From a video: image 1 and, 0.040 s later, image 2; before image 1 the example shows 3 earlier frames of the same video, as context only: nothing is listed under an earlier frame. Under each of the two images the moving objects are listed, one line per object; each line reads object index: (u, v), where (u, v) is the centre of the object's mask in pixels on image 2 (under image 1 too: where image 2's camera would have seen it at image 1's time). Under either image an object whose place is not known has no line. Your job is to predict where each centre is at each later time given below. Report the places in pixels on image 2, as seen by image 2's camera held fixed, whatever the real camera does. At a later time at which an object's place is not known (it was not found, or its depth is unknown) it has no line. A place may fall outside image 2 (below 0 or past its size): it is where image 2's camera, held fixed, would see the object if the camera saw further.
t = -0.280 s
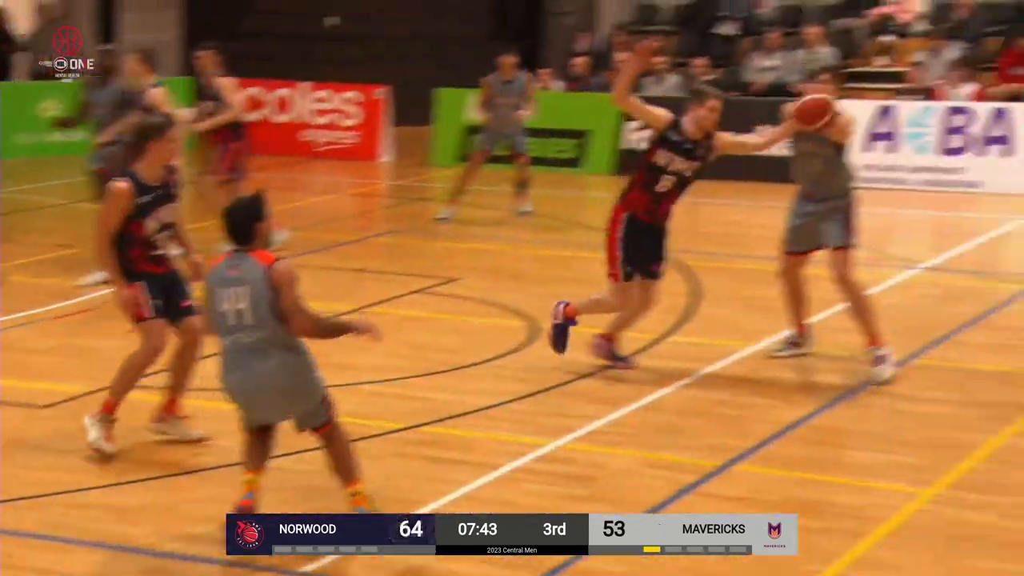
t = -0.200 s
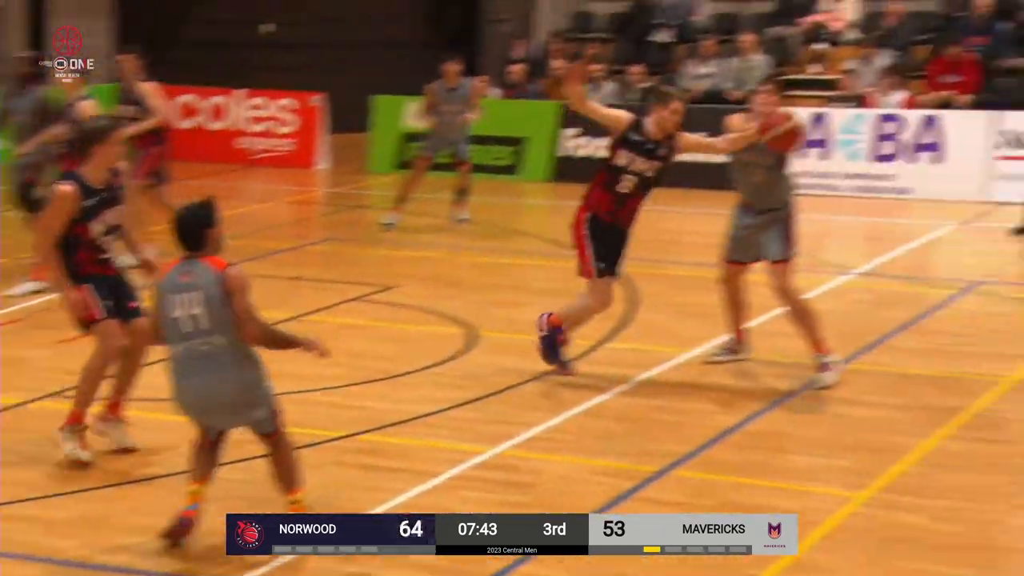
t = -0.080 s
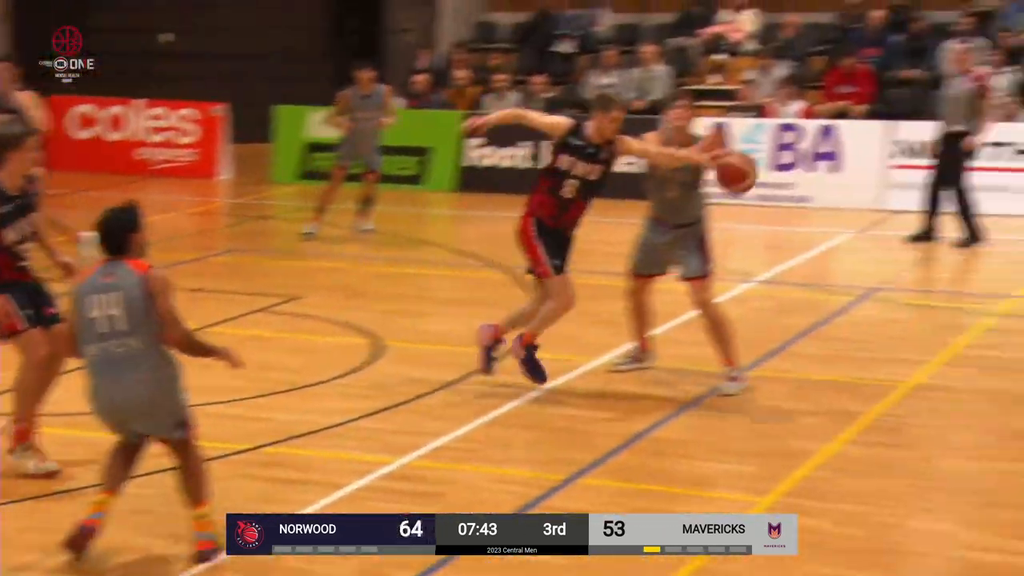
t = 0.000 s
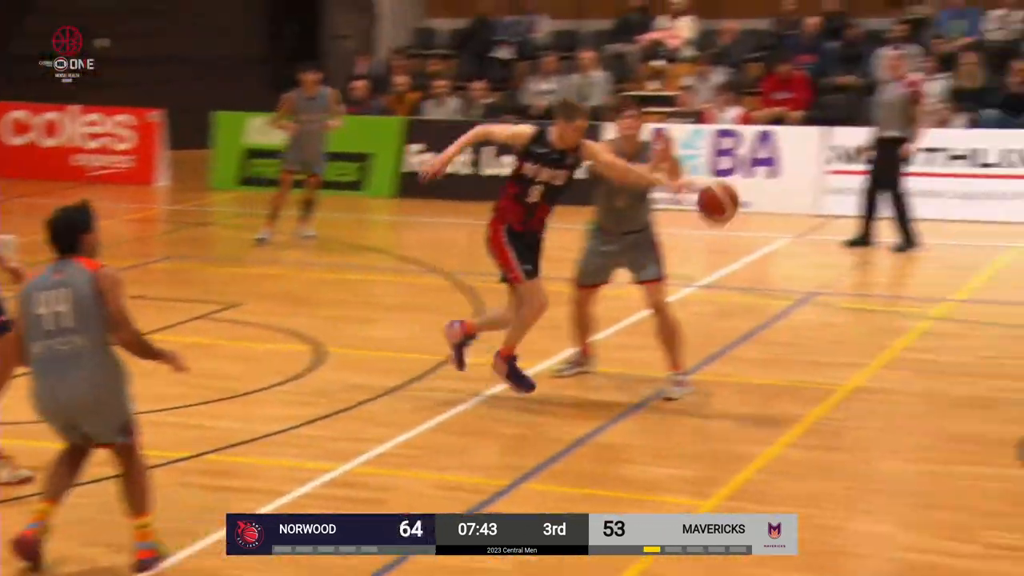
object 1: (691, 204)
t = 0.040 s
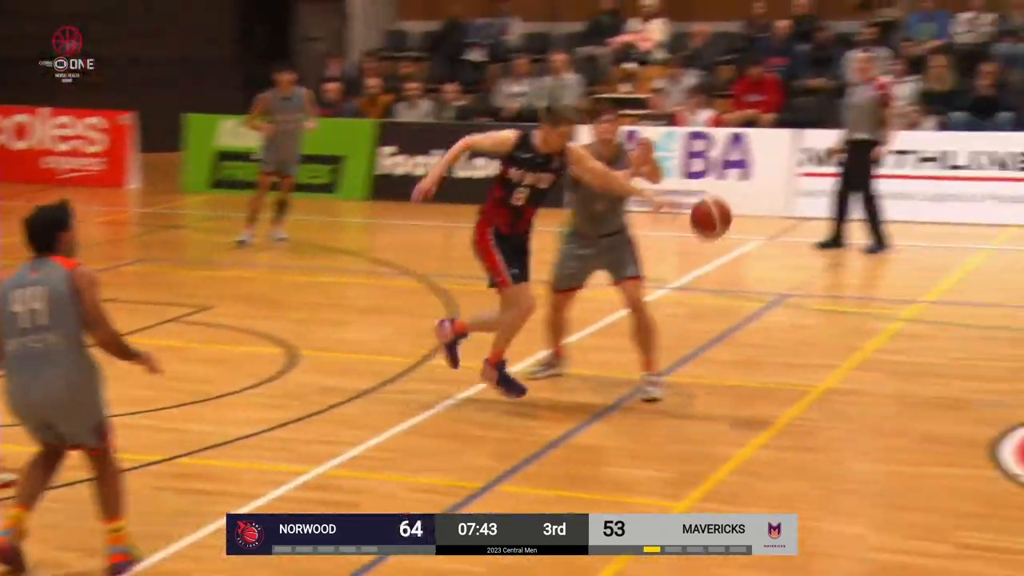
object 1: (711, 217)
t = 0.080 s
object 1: (730, 232)
